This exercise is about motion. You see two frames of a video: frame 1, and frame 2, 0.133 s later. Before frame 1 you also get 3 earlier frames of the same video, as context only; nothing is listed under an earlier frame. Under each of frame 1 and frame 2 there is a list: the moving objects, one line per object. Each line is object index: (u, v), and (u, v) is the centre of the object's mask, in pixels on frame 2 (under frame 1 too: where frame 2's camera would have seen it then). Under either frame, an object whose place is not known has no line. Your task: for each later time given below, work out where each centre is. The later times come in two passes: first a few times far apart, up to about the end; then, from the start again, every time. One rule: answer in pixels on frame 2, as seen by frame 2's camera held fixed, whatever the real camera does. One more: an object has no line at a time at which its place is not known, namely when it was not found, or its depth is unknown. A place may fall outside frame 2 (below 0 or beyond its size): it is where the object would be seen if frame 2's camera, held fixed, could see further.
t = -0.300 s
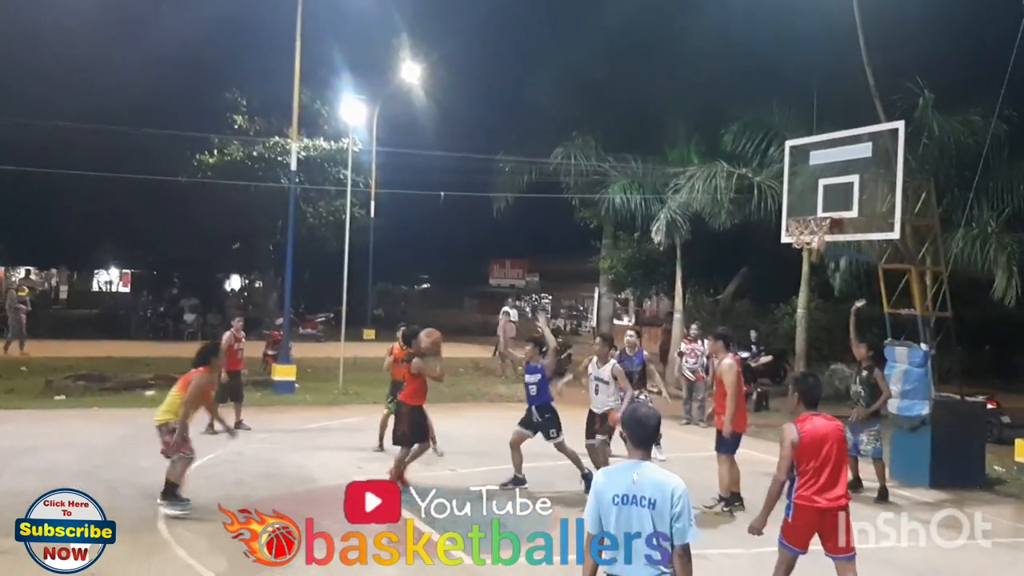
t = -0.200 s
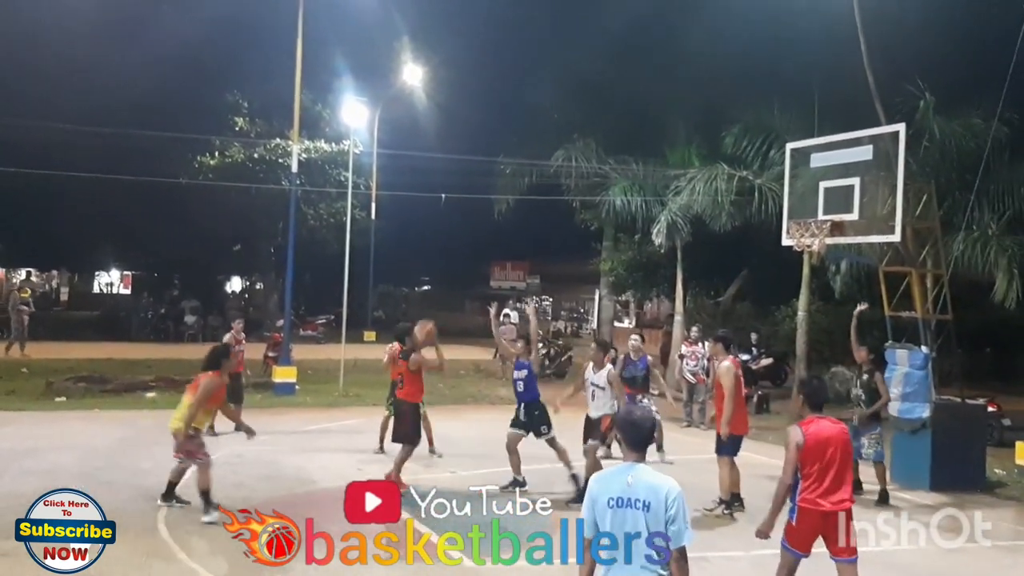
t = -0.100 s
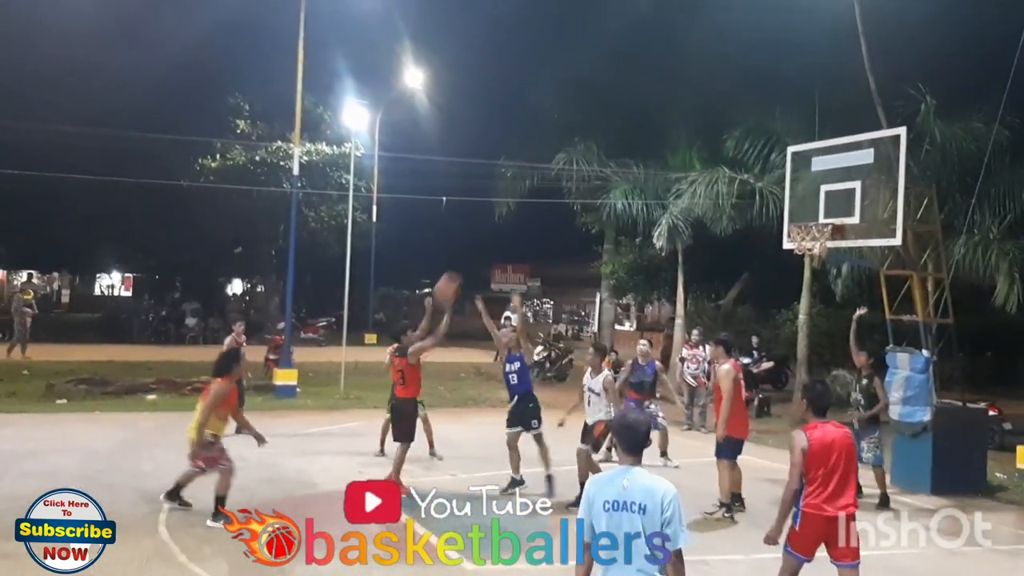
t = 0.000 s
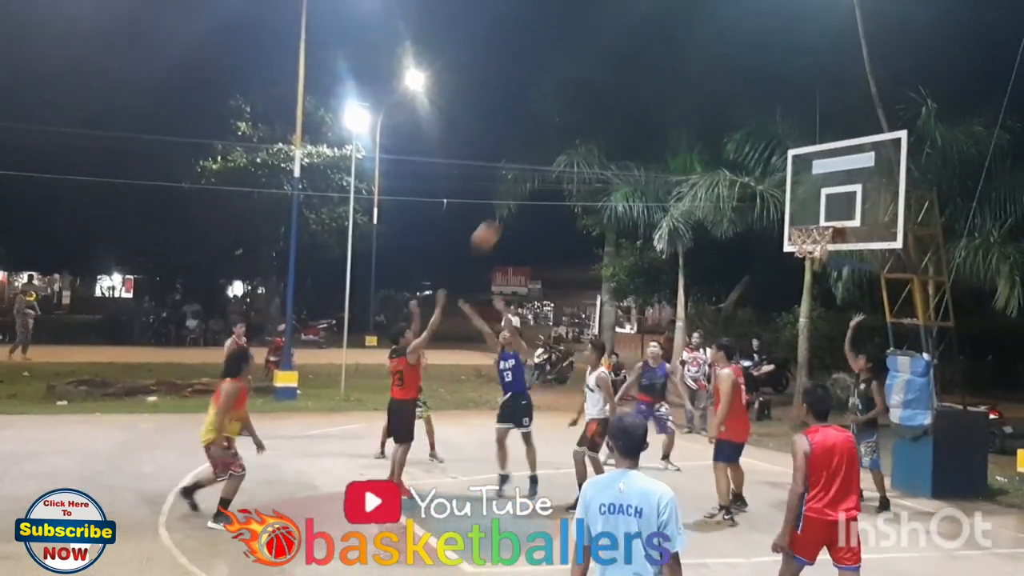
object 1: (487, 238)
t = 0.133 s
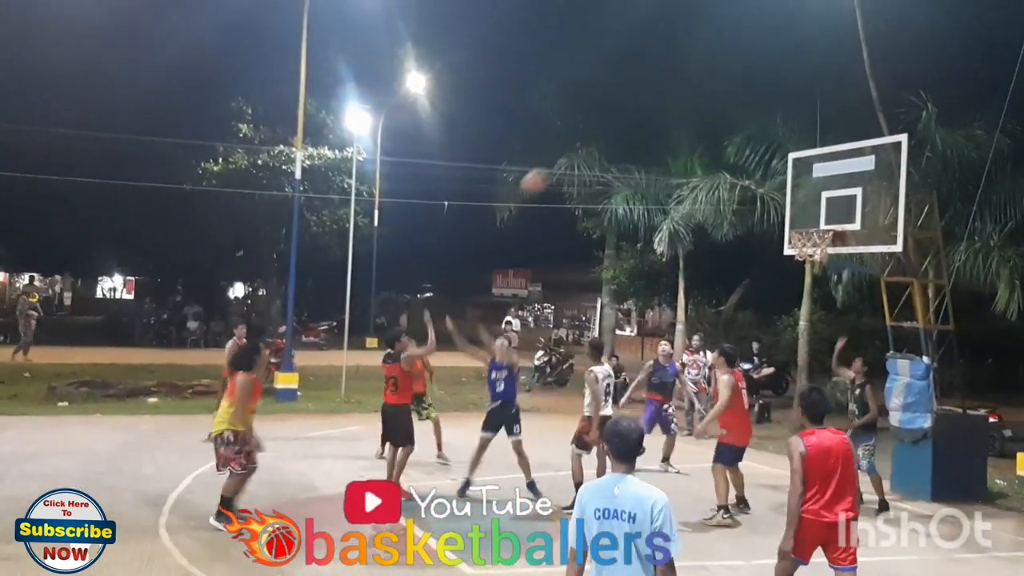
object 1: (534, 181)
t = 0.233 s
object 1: (570, 151)
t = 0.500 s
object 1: (654, 114)
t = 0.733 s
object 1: (721, 135)
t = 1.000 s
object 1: (790, 212)
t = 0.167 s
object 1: (548, 169)
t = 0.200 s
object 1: (558, 160)
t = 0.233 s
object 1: (570, 151)
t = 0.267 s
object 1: (580, 143)
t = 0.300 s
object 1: (591, 136)
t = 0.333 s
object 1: (602, 129)
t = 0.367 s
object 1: (613, 124)
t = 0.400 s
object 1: (624, 120)
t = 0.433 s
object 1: (634, 117)
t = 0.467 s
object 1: (644, 115)
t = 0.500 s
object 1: (654, 114)
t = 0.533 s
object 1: (665, 114)
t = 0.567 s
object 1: (674, 116)
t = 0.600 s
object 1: (684, 117)
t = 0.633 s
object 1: (693, 120)
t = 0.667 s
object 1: (703, 124)
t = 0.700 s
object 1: (712, 129)
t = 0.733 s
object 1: (721, 135)
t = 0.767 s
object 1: (730, 140)
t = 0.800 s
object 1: (738, 149)
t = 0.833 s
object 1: (748, 157)
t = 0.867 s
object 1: (756, 167)
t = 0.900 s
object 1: (765, 176)
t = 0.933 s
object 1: (773, 188)
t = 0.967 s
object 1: (781, 198)
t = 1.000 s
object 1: (790, 212)
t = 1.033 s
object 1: (798, 221)
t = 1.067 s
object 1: (803, 220)
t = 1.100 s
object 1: (809, 220)
